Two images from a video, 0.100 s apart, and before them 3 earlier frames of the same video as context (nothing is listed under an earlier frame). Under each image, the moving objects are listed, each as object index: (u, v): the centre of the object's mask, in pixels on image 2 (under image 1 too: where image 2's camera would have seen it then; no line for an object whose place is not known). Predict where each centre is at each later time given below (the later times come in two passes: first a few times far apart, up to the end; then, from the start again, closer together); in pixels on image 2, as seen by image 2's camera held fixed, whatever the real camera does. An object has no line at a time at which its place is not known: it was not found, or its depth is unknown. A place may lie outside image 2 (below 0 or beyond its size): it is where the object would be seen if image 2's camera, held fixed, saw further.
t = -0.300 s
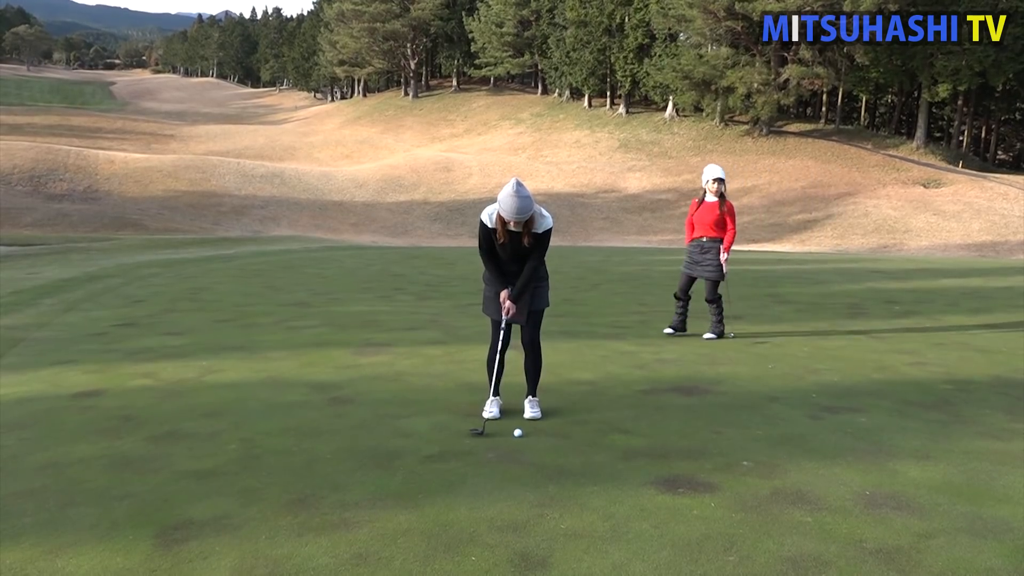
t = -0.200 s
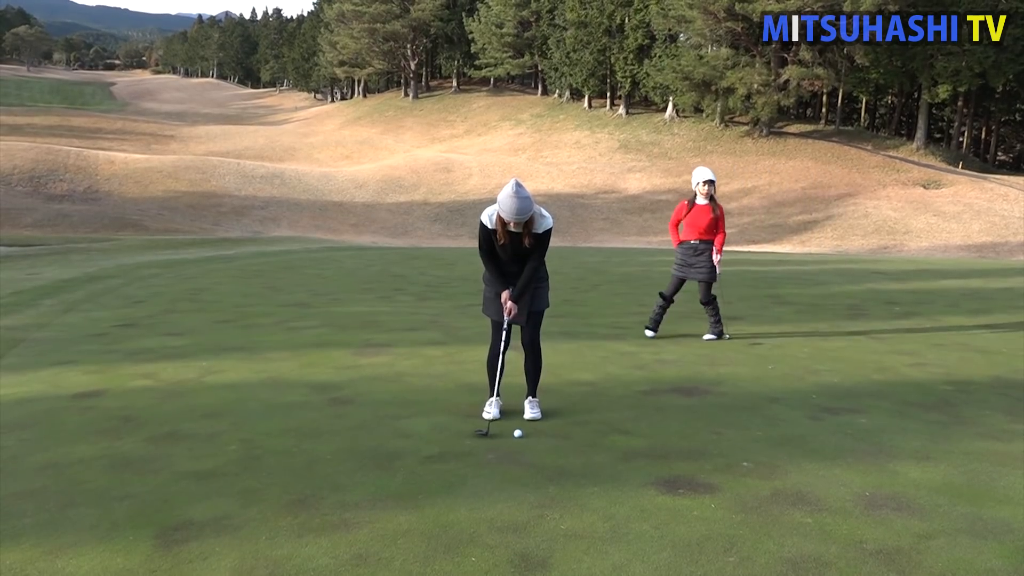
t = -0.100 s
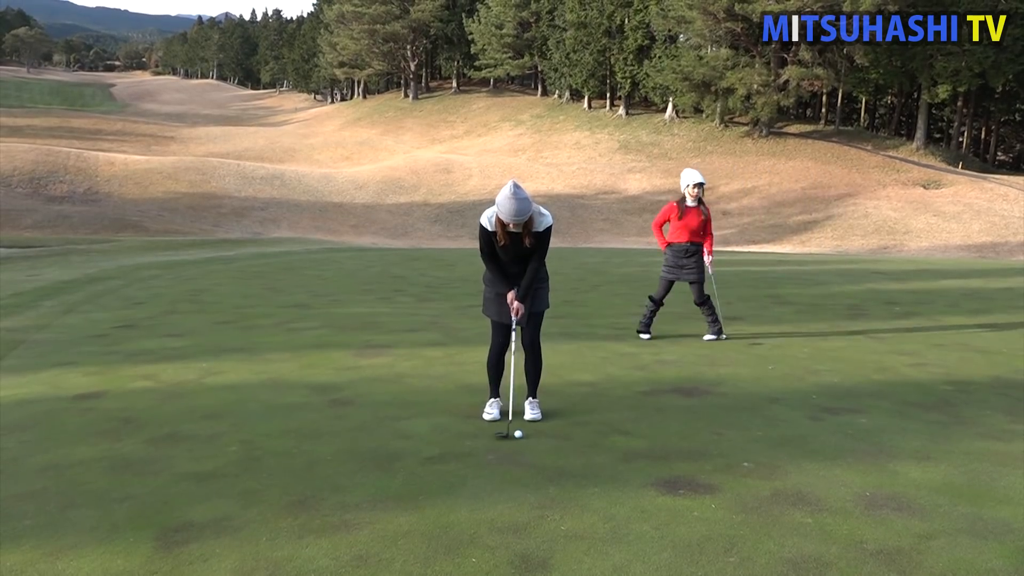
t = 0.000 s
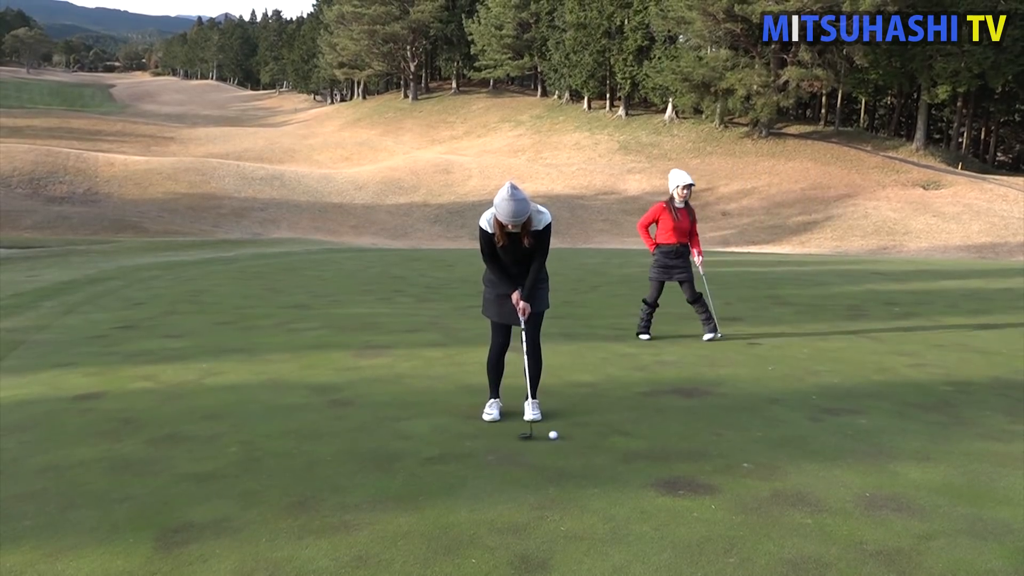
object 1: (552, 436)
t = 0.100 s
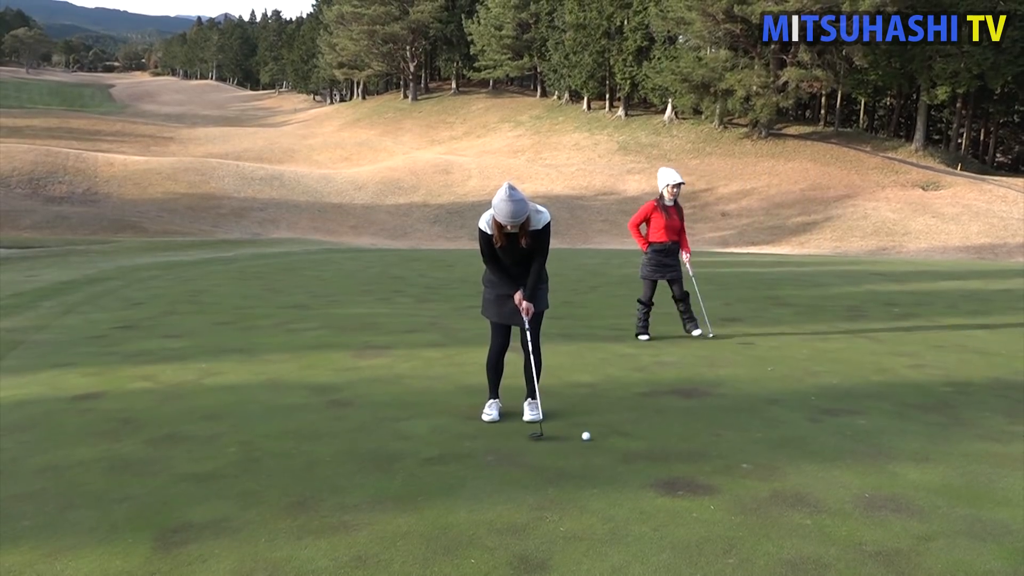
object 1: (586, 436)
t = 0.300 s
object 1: (646, 437)
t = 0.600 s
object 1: (727, 438)
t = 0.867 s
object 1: (790, 438)
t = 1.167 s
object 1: (849, 438)
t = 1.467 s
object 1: (900, 436)
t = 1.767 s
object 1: (940, 435)
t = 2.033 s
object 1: (965, 433)
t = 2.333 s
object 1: (986, 432)
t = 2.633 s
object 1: (1000, 431)
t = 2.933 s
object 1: (1003, 430)
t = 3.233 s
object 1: (1003, 430)
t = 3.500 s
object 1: (1003, 430)
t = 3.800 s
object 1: (1003, 430)
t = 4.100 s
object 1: (1003, 430)
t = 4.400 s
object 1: (1003, 430)
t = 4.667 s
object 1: (1003, 430)
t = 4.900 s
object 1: (1003, 430)
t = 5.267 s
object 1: (1004, 431)
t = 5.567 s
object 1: (1004, 430)
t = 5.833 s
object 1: (1003, 430)
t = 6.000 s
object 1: (1003, 430)
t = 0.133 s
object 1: (596, 437)
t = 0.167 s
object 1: (606, 437)
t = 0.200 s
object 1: (617, 437)
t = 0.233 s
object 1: (627, 437)
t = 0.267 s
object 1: (636, 437)
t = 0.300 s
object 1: (646, 437)
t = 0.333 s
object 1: (656, 437)
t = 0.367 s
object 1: (665, 437)
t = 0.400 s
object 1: (674, 437)
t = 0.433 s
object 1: (683, 438)
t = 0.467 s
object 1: (692, 438)
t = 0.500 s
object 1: (701, 437)
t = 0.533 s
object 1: (710, 437)
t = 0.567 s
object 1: (719, 438)
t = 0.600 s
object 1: (727, 438)
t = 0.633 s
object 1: (735, 438)
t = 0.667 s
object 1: (744, 438)
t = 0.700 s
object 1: (751, 438)
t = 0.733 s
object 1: (759, 438)
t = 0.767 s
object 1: (767, 438)
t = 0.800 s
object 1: (775, 438)
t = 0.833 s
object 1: (783, 438)
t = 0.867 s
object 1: (790, 438)
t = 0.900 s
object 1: (798, 438)
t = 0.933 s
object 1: (805, 438)
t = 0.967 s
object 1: (812, 438)
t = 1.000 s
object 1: (819, 438)
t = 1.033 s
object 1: (826, 438)
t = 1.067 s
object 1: (832, 438)
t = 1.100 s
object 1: (839, 438)
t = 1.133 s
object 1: (845, 438)
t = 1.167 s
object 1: (849, 438)
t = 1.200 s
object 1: (855, 438)
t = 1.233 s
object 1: (861, 438)
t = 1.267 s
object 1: (867, 438)
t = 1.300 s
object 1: (872, 437)
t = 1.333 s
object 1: (878, 437)
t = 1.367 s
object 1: (884, 437)
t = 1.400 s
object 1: (890, 437)
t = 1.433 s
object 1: (894, 437)
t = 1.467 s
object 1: (900, 436)
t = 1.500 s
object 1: (905, 436)
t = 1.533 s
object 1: (910, 436)
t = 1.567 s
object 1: (914, 436)
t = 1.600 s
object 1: (919, 436)
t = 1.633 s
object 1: (923, 436)
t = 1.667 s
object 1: (928, 436)
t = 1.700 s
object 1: (932, 435)
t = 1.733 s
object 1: (936, 435)
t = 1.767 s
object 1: (940, 435)
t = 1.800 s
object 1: (944, 435)
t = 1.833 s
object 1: (947, 435)
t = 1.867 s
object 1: (951, 435)
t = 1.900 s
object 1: (954, 434)
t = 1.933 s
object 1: (957, 434)
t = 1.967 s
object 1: (960, 434)
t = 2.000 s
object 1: (963, 434)
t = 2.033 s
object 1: (965, 433)
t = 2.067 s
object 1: (968, 433)
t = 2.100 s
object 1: (970, 433)
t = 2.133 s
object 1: (973, 433)
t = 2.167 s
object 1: (975, 433)
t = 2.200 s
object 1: (978, 432)
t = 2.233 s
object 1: (979, 432)
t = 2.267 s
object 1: (982, 432)
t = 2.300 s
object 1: (984, 432)
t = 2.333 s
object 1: (986, 432)
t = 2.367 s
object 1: (988, 432)
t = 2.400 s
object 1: (989, 431)
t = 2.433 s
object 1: (991, 431)
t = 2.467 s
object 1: (993, 431)
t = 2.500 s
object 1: (995, 431)
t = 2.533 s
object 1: (996, 431)
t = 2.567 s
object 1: (997, 431)
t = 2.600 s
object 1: (998, 431)
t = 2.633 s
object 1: (1000, 431)
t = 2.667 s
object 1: (1001, 431)
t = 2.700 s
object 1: (1002, 431)
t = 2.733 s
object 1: (1002, 430)
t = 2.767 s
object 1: (1002, 430)
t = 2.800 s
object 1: (1003, 430)
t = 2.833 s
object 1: (1003, 430)
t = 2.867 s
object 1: (1003, 430)
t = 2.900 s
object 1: (1003, 430)
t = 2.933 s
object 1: (1003, 430)
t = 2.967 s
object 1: (1003, 430)
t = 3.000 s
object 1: (1003, 430)
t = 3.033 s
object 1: (1003, 430)
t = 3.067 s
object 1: (1003, 430)
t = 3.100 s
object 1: (1003, 430)
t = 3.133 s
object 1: (1003, 430)
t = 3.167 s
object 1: (1003, 430)
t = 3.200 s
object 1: (1003, 430)
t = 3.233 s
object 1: (1003, 430)
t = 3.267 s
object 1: (1003, 430)
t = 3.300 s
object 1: (1003, 430)
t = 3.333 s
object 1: (1003, 430)
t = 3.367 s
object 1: (1003, 430)
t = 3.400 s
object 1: (1003, 430)
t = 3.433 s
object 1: (1003, 430)
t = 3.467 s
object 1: (1003, 430)
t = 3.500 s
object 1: (1003, 430)
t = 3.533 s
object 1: (1003, 430)
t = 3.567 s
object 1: (1003, 430)
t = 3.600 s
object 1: (1003, 430)
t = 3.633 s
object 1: (1003, 430)
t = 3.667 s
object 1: (1003, 430)
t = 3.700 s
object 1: (1003, 430)
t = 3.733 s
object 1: (1003, 429)
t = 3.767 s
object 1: (1003, 430)
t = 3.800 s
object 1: (1003, 430)
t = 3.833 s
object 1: (1003, 430)
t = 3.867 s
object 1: (1003, 430)
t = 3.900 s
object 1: (1003, 430)
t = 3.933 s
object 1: (1003, 429)
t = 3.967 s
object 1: (1003, 430)
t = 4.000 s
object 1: (1003, 430)
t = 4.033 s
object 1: (1003, 430)
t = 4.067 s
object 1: (1003, 430)
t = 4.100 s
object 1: (1003, 430)
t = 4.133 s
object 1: (1003, 430)
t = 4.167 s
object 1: (1003, 430)
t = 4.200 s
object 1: (1003, 430)
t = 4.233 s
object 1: (1003, 430)
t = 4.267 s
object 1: (1003, 430)
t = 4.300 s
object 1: (1003, 430)
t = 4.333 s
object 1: (1003, 430)
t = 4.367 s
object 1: (1003, 430)
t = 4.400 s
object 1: (1003, 430)
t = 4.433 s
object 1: (1003, 430)
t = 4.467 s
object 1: (1003, 430)
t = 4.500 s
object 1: (1003, 430)
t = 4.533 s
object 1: (1003, 430)
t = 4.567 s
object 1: (1003, 430)
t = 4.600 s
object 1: (1003, 430)
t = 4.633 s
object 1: (1003, 430)
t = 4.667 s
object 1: (1003, 430)
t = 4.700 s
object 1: (1003, 430)
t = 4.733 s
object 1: (1003, 430)
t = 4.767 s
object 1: (1003, 430)
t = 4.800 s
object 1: (1003, 430)
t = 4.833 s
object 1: (1003, 430)
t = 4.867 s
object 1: (1003, 430)
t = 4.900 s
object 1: (1003, 430)
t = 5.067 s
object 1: (1003, 430)
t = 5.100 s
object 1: (1003, 430)
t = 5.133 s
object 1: (1003, 430)
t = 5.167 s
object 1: (1003, 430)
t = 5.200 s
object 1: (1003, 430)
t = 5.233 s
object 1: (1004, 430)
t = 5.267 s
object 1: (1004, 431)
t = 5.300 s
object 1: (1003, 430)
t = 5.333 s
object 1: (1004, 430)
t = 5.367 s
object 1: (1004, 430)
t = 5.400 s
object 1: (1004, 430)
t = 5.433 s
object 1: (1004, 430)
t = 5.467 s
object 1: (1003, 430)
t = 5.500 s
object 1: (1004, 431)
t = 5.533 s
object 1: (1003, 431)
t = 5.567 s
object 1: (1004, 430)
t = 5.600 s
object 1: (1003, 430)
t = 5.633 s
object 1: (1004, 430)
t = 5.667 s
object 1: (1003, 430)
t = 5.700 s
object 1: (1003, 431)
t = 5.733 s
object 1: (1003, 430)
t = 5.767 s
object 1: (1003, 430)
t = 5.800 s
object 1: (1003, 430)
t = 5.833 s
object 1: (1003, 430)
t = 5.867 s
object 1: (1003, 430)
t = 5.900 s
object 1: (1003, 430)
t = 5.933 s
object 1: (1003, 430)
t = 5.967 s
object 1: (1003, 430)
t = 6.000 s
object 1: (1003, 430)
